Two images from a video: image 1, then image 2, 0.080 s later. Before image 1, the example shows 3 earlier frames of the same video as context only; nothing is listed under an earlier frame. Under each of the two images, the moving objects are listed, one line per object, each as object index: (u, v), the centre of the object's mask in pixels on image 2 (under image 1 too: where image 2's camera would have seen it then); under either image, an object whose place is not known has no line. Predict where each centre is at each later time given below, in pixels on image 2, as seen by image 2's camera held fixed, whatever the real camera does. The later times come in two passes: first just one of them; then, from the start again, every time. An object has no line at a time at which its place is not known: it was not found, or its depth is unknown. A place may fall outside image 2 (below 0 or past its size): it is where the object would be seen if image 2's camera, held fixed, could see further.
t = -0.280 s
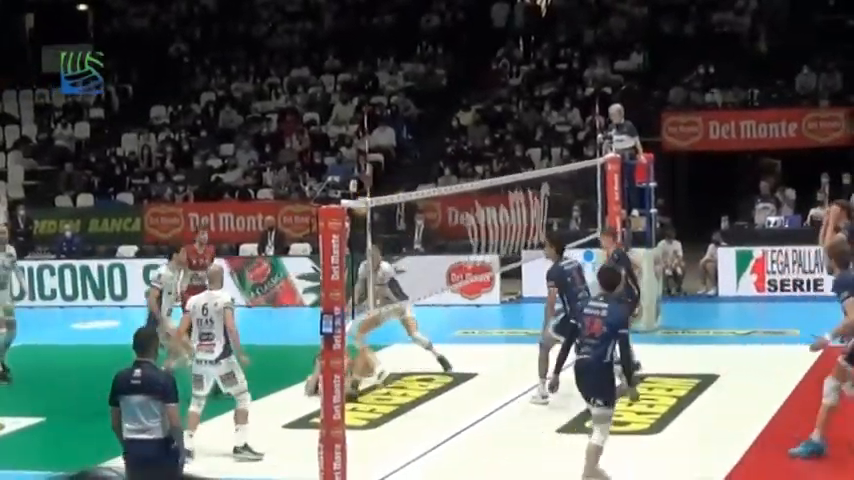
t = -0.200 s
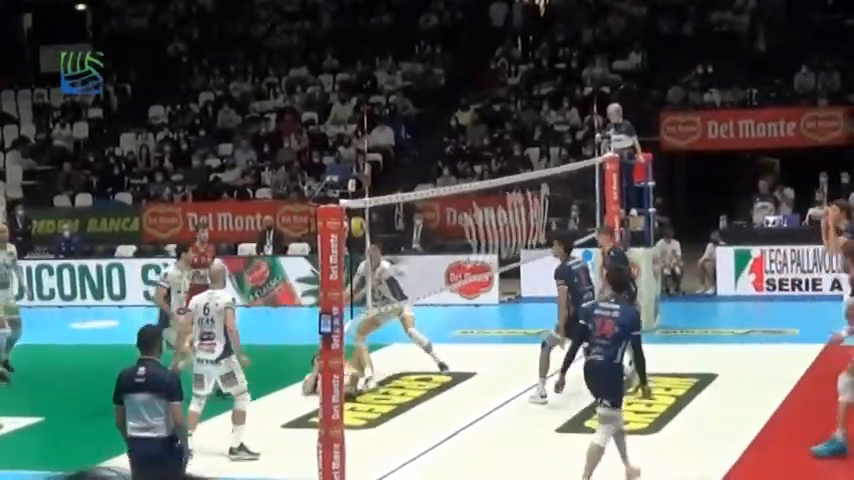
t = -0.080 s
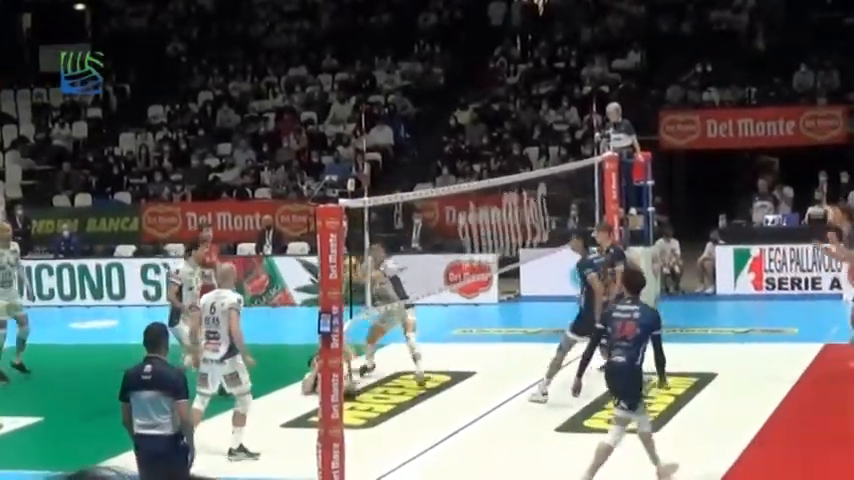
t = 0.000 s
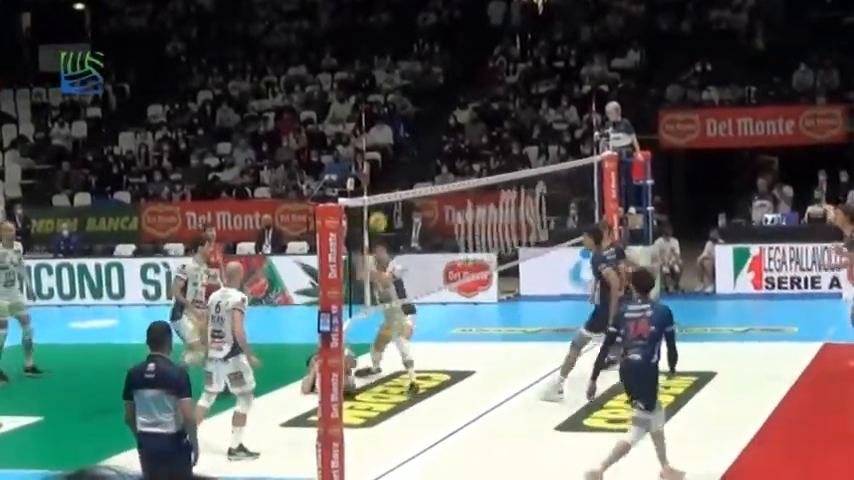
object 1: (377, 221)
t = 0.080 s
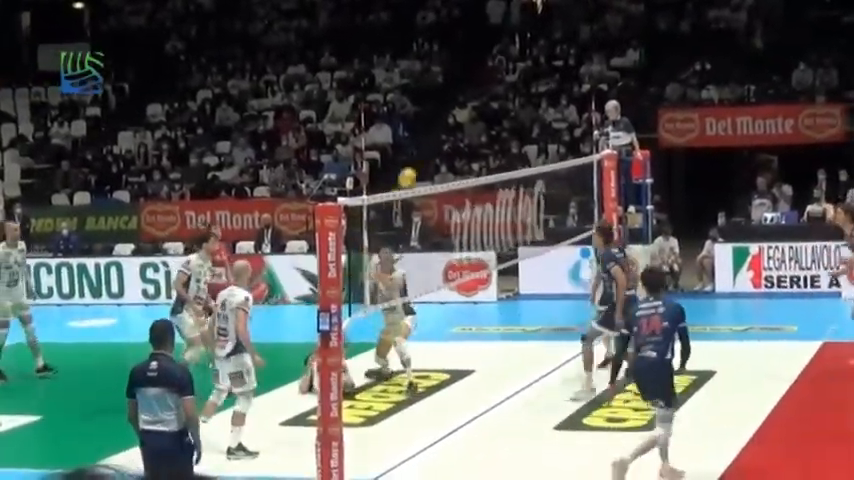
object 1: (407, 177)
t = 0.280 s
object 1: (482, 95)
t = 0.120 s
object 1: (421, 159)
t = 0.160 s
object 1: (437, 141)
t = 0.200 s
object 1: (452, 124)
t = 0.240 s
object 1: (467, 109)
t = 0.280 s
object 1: (482, 95)
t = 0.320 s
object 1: (498, 82)
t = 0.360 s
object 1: (512, 70)
